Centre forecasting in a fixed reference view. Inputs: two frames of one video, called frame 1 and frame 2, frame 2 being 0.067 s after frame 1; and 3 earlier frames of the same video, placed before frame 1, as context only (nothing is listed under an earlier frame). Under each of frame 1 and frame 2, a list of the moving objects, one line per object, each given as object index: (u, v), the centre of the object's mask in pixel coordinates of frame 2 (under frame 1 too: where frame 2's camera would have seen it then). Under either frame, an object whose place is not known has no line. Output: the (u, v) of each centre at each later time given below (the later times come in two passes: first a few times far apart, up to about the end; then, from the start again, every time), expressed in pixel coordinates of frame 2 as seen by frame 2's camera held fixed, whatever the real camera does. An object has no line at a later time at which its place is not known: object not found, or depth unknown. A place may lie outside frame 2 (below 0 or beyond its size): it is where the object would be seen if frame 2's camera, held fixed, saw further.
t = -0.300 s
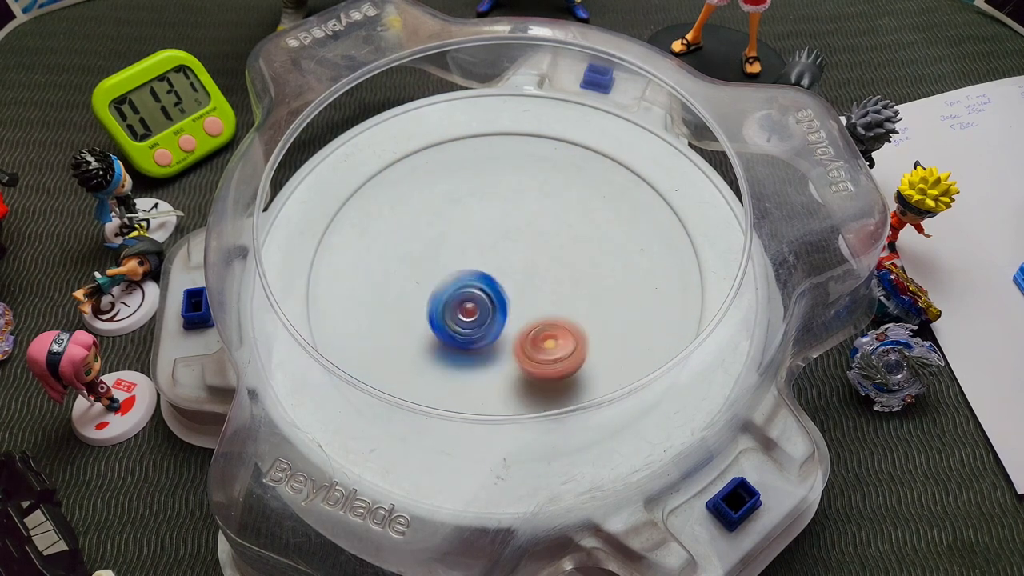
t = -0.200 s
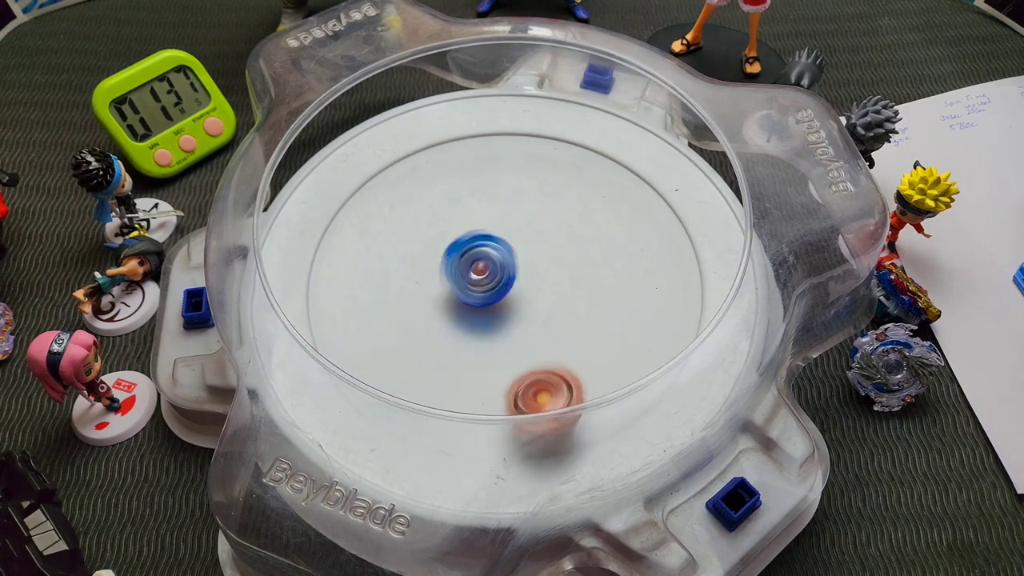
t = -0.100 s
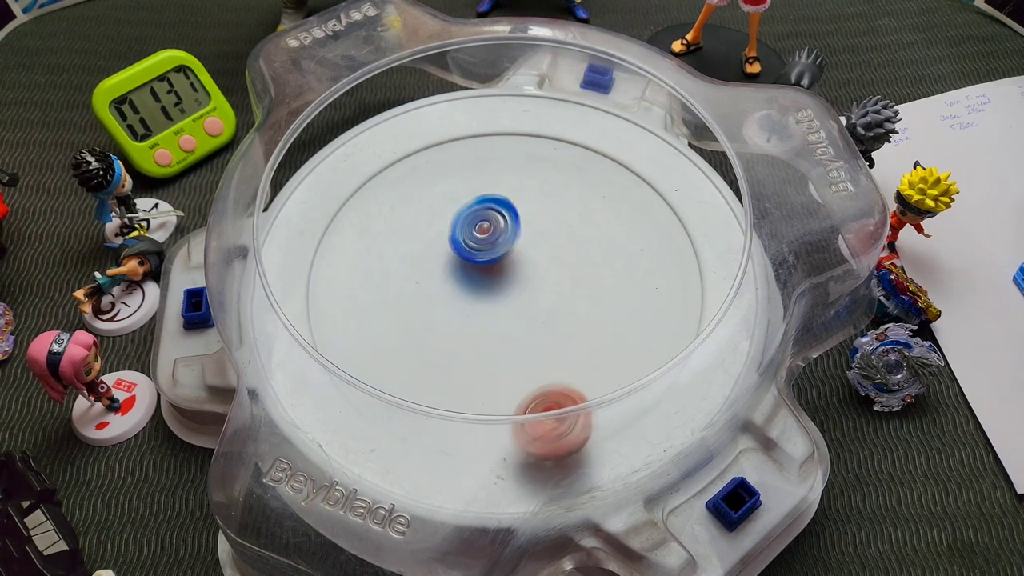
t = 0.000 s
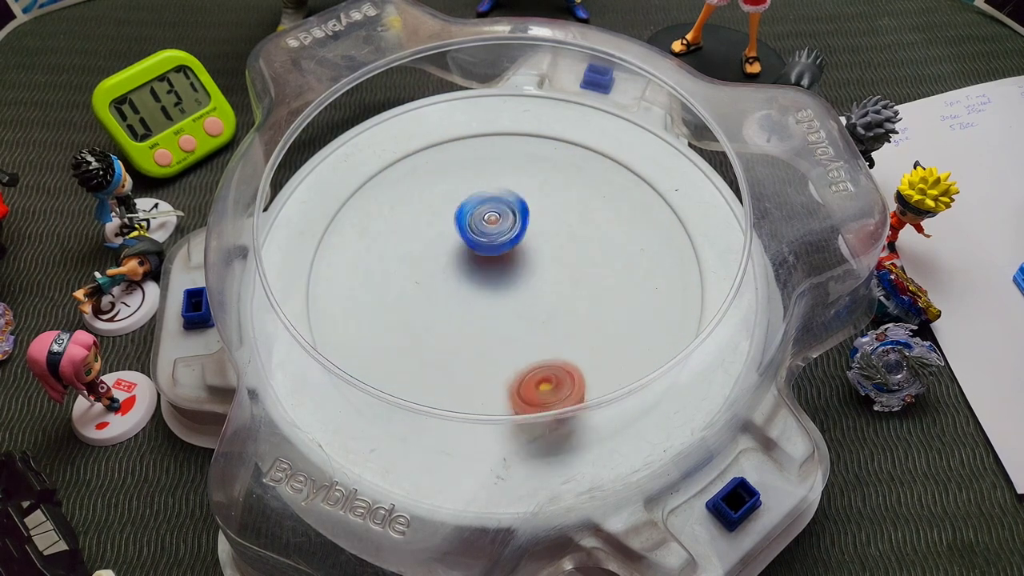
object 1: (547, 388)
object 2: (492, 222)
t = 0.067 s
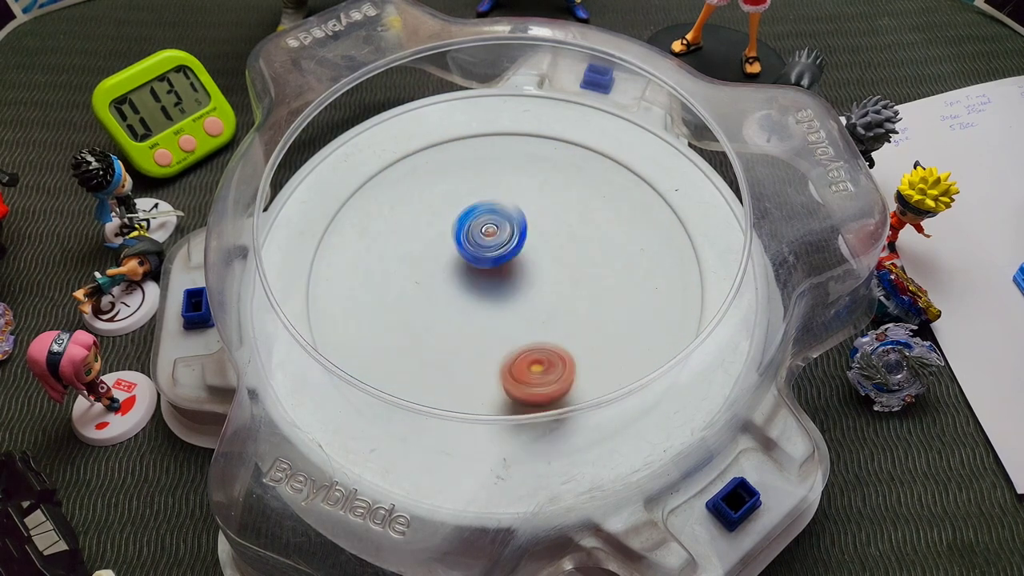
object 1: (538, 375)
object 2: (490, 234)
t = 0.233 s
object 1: (481, 344)
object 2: (486, 262)
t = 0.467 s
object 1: (371, 358)
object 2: (533, 217)
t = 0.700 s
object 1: (331, 323)
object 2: (554, 215)
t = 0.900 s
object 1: (372, 282)
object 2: (551, 249)
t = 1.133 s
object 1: (443, 260)
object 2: (522, 282)
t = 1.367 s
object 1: (486, 253)
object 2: (526, 312)
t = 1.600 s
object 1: (538, 201)
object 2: (486, 375)
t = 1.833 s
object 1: (568, 229)
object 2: (466, 312)
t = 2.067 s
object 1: (555, 272)
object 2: (400, 270)
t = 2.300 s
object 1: (508, 292)
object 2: (410, 268)
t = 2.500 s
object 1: (492, 314)
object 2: (431, 261)
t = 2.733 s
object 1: (505, 348)
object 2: (442, 243)
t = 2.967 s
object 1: (513, 334)
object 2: (433, 259)
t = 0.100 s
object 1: (530, 367)
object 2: (490, 239)
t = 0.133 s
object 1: (519, 361)
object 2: (489, 245)
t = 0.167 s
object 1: (507, 357)
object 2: (488, 251)
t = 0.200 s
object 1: (494, 351)
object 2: (487, 256)
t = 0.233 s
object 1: (481, 344)
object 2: (486, 262)
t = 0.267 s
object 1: (470, 338)
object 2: (485, 267)
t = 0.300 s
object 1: (452, 338)
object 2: (491, 266)
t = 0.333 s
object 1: (425, 350)
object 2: (504, 248)
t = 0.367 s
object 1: (403, 358)
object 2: (514, 235)
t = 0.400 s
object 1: (389, 360)
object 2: (524, 227)
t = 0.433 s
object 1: (380, 359)
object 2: (529, 220)
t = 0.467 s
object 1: (371, 358)
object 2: (533, 217)
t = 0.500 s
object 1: (362, 355)
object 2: (536, 213)
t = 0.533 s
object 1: (354, 351)
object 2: (538, 211)
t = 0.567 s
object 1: (346, 346)
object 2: (541, 209)
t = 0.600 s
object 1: (340, 340)
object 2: (543, 209)
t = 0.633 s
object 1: (337, 336)
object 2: (548, 209)
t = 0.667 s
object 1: (333, 329)
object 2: (550, 212)
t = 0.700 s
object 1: (331, 323)
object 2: (554, 215)
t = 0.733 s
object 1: (332, 316)
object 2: (555, 220)
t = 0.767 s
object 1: (337, 309)
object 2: (557, 224)
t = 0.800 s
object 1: (343, 300)
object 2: (557, 231)
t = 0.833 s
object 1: (351, 293)
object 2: (556, 237)
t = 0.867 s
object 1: (361, 286)
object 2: (554, 243)
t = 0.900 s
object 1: (372, 282)
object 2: (551, 249)
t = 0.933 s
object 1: (383, 277)
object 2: (547, 255)
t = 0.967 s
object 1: (394, 275)
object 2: (542, 260)
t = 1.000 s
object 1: (406, 273)
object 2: (537, 264)
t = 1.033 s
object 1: (417, 270)
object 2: (532, 267)
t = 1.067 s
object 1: (429, 269)
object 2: (526, 270)
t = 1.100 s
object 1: (441, 267)
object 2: (520, 272)
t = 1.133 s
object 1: (443, 260)
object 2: (522, 282)
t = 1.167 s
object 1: (445, 253)
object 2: (529, 291)
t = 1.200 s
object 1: (448, 249)
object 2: (533, 298)
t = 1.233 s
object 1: (454, 247)
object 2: (536, 301)
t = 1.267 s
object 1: (464, 249)
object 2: (530, 305)
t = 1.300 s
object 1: (473, 252)
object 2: (524, 306)
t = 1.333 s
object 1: (481, 255)
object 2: (523, 307)
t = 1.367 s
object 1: (486, 253)
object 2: (526, 312)
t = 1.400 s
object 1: (492, 253)
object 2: (523, 312)
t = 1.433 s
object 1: (503, 246)
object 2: (514, 325)
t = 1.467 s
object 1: (512, 227)
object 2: (507, 347)
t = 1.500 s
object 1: (521, 215)
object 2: (505, 361)
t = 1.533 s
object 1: (528, 206)
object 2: (494, 372)
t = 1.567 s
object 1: (532, 200)
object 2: (488, 376)
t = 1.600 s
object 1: (538, 201)
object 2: (486, 375)
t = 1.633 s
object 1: (545, 201)
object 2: (486, 372)
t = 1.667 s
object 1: (550, 204)
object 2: (489, 365)
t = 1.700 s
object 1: (555, 208)
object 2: (487, 357)
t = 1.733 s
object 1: (559, 212)
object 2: (487, 350)
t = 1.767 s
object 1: (563, 217)
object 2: (479, 337)
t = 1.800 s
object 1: (567, 224)
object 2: (476, 326)
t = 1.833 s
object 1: (568, 229)
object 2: (466, 312)
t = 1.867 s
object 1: (570, 235)
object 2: (457, 299)
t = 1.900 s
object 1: (570, 241)
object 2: (447, 290)
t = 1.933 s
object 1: (569, 247)
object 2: (433, 279)
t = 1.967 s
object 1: (567, 253)
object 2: (421, 273)
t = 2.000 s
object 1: (565, 259)
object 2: (413, 270)
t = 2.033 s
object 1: (560, 266)
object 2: (406, 269)
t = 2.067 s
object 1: (555, 272)
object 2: (400, 270)
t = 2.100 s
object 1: (550, 276)
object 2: (396, 272)
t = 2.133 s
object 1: (544, 280)
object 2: (394, 273)
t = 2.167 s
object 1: (538, 284)
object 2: (394, 274)
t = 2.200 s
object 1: (531, 287)
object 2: (395, 273)
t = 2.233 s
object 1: (523, 290)
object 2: (398, 271)
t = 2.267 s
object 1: (516, 291)
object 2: (403, 270)
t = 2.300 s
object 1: (508, 292)
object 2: (410, 268)
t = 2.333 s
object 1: (500, 291)
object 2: (418, 269)
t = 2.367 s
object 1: (499, 295)
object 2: (420, 267)
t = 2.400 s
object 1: (500, 300)
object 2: (419, 264)
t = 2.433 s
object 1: (497, 304)
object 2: (422, 264)
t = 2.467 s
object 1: (491, 304)
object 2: (427, 266)
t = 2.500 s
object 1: (492, 314)
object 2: (431, 261)
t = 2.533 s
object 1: (496, 323)
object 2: (435, 254)
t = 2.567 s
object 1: (495, 328)
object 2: (439, 251)
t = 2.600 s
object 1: (498, 331)
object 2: (441, 248)
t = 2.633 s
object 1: (500, 333)
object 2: (442, 245)
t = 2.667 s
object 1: (502, 341)
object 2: (442, 244)
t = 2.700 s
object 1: (502, 343)
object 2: (442, 244)
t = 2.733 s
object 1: (505, 348)
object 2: (442, 243)
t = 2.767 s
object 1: (505, 348)
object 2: (442, 245)
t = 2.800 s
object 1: (508, 351)
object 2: (442, 247)
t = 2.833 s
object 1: (509, 349)
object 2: (441, 250)
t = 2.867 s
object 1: (511, 348)
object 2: (440, 252)
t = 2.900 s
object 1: (512, 344)
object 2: (437, 255)
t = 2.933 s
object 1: (513, 341)
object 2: (436, 257)
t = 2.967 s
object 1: (513, 334)
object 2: (433, 259)
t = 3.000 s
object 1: (516, 328)
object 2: (431, 260)
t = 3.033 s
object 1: (516, 326)
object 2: (430, 261)
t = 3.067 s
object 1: (517, 320)
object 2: (431, 261)
